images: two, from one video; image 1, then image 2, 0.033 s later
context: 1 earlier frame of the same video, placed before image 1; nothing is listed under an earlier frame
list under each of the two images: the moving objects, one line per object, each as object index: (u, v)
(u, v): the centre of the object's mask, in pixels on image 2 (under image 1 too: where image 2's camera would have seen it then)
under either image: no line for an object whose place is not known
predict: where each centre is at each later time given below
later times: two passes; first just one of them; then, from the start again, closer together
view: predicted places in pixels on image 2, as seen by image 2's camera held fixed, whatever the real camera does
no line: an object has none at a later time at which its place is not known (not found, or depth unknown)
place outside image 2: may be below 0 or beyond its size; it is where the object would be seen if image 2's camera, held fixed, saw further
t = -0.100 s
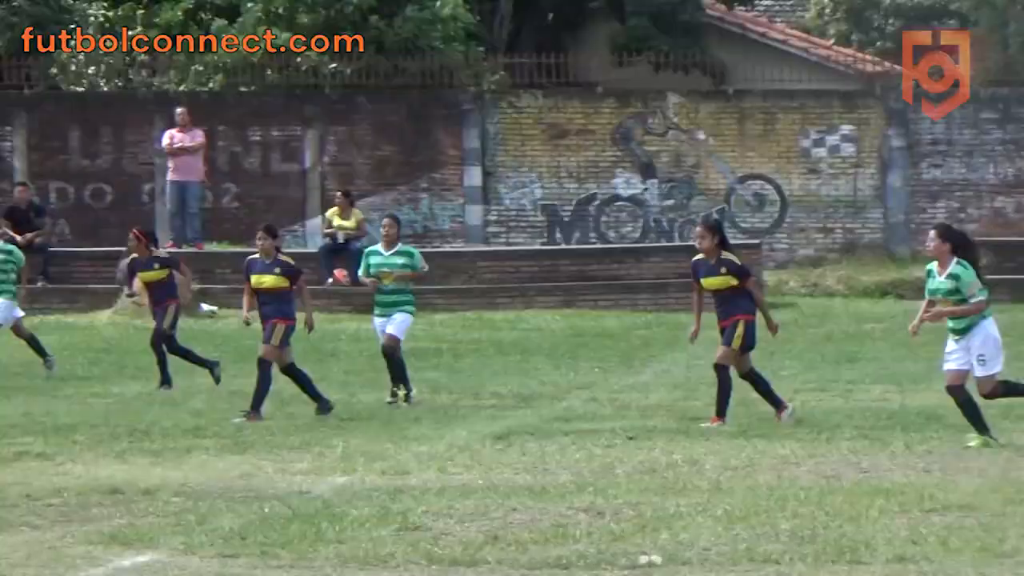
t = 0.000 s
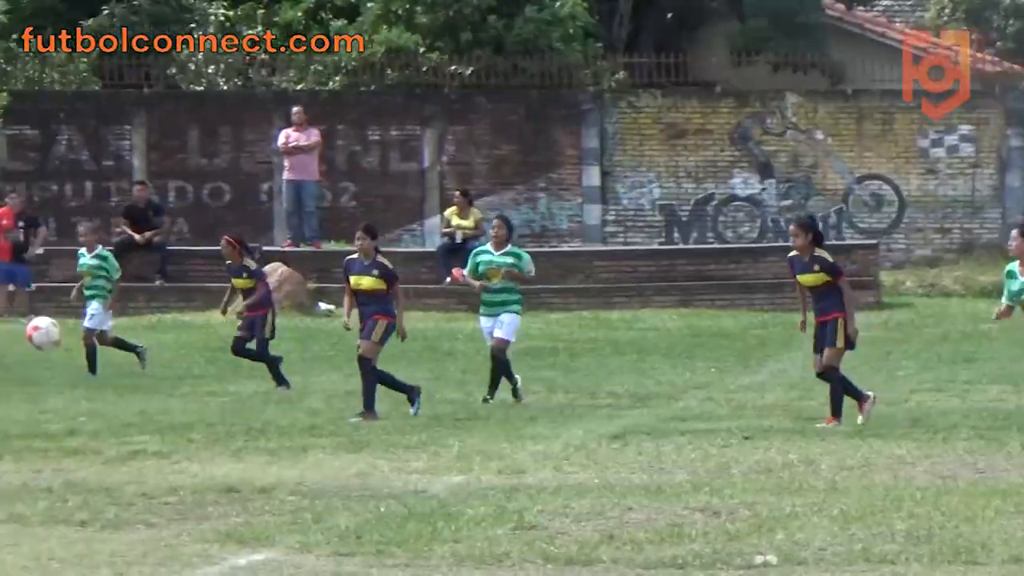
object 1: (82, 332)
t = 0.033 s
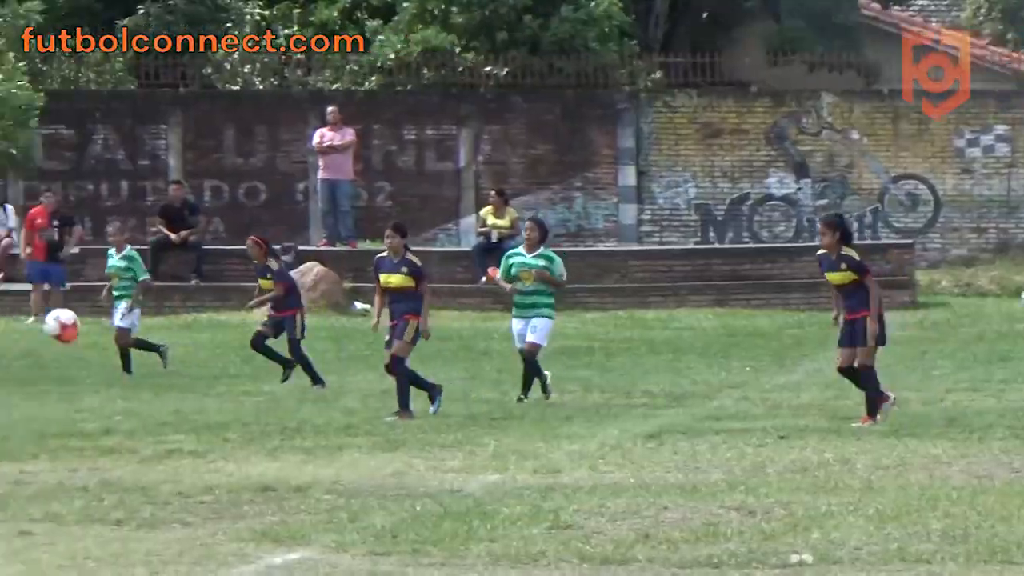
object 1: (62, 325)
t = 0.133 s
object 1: (6, 314)
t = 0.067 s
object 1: (42, 319)
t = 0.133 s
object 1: (6, 314)
